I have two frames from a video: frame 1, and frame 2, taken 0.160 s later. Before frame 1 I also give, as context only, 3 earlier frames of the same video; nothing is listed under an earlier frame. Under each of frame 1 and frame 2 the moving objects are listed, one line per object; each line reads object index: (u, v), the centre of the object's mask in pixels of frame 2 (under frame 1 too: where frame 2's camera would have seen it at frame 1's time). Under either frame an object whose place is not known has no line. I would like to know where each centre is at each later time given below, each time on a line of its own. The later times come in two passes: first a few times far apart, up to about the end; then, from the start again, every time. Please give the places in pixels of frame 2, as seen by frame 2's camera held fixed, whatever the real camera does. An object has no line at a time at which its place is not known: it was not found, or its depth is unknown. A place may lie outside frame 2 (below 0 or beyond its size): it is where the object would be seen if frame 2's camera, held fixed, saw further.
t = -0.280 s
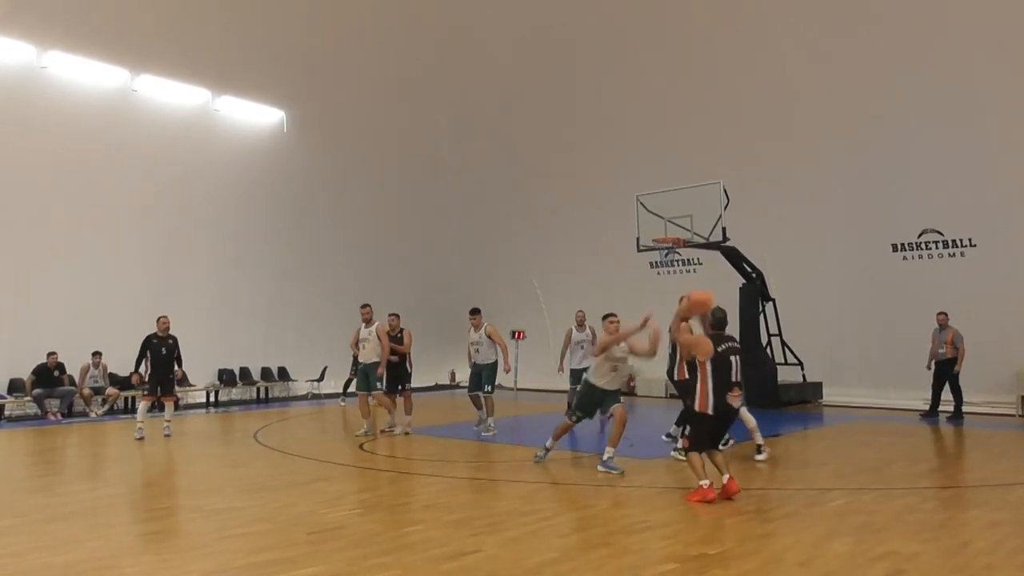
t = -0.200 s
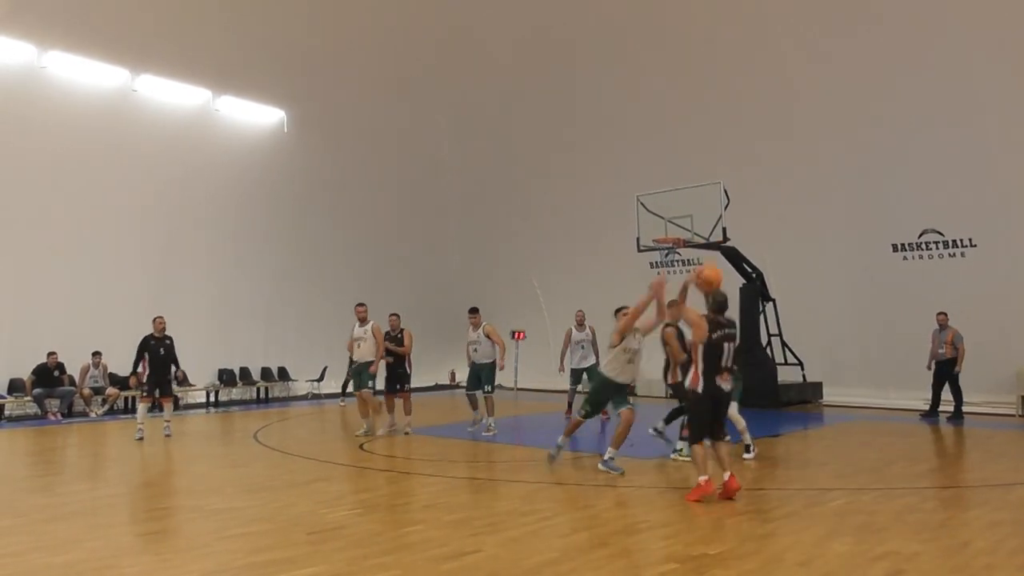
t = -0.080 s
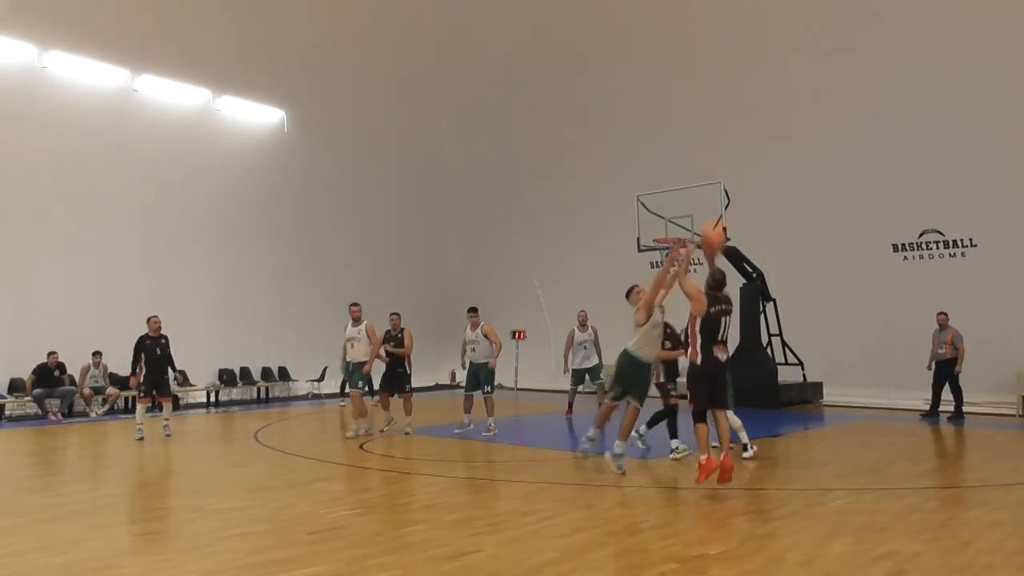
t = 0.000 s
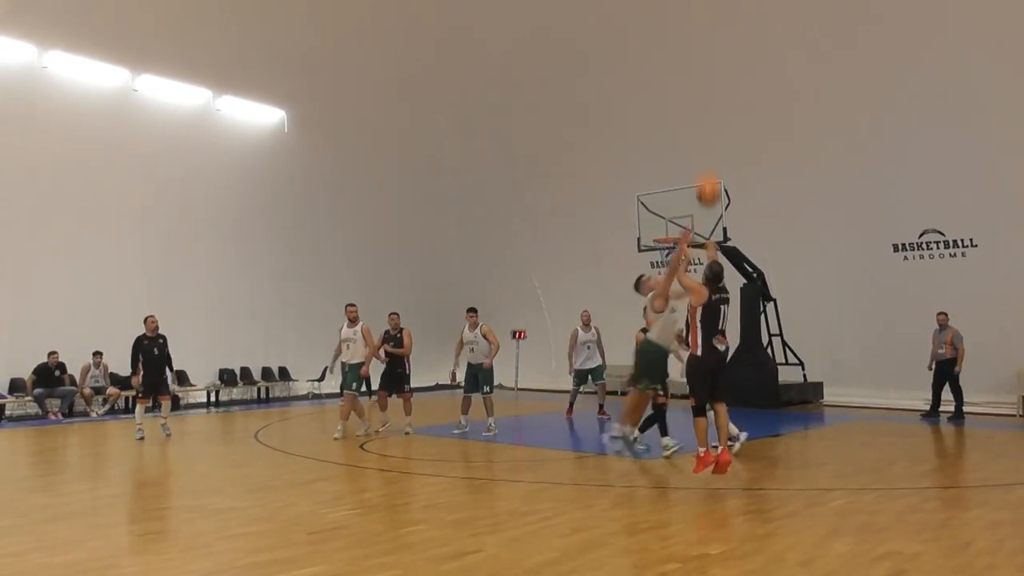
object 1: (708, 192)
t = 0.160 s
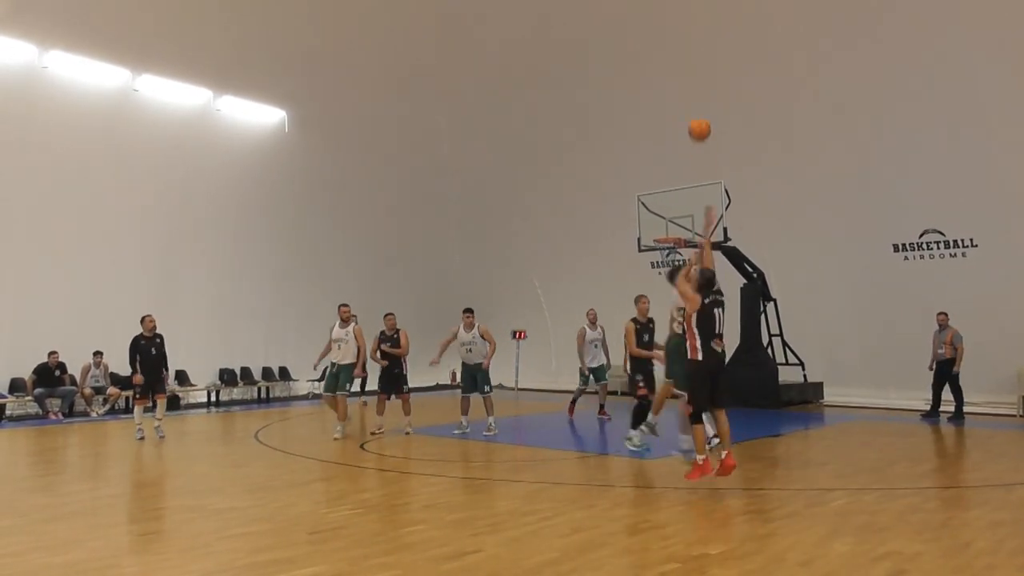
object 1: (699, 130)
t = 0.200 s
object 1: (697, 119)
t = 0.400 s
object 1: (690, 93)
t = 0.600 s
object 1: (685, 100)
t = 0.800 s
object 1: (681, 131)
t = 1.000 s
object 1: (679, 181)
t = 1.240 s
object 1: (679, 218)
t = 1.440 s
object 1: (676, 197)
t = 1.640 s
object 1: (665, 198)
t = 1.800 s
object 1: (656, 215)
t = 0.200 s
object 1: (697, 119)
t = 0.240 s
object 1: (696, 111)
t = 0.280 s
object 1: (694, 104)
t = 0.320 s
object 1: (693, 98)
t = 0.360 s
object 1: (692, 95)
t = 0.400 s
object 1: (690, 93)
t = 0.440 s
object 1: (689, 92)
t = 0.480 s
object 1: (688, 92)
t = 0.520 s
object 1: (687, 94)
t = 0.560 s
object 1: (686, 97)
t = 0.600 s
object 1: (685, 100)
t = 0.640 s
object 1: (684, 104)
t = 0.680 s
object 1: (683, 110)
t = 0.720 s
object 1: (683, 116)
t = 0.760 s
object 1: (682, 123)
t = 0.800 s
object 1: (681, 131)
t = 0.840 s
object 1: (681, 140)
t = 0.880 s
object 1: (681, 149)
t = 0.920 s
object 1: (680, 159)
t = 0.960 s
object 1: (679, 170)
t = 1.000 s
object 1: (679, 181)
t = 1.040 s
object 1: (679, 193)
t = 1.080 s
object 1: (678, 205)
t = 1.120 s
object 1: (678, 218)
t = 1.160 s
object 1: (678, 230)
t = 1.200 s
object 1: (679, 224)
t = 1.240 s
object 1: (679, 218)
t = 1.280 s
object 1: (681, 212)
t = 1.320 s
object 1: (682, 207)
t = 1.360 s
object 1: (681, 204)
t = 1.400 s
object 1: (678, 199)
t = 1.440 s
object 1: (676, 197)
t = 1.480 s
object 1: (674, 196)
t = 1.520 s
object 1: (672, 195)
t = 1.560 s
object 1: (669, 195)
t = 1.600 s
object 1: (667, 196)
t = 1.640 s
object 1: (665, 198)
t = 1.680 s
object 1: (662, 201)
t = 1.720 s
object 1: (661, 204)
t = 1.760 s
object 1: (658, 210)
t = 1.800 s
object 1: (656, 215)
